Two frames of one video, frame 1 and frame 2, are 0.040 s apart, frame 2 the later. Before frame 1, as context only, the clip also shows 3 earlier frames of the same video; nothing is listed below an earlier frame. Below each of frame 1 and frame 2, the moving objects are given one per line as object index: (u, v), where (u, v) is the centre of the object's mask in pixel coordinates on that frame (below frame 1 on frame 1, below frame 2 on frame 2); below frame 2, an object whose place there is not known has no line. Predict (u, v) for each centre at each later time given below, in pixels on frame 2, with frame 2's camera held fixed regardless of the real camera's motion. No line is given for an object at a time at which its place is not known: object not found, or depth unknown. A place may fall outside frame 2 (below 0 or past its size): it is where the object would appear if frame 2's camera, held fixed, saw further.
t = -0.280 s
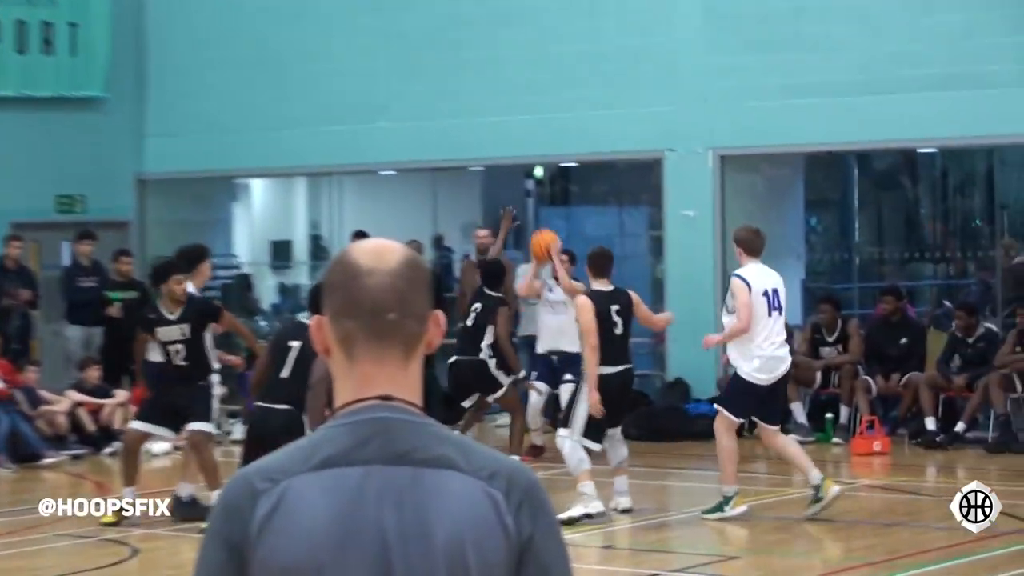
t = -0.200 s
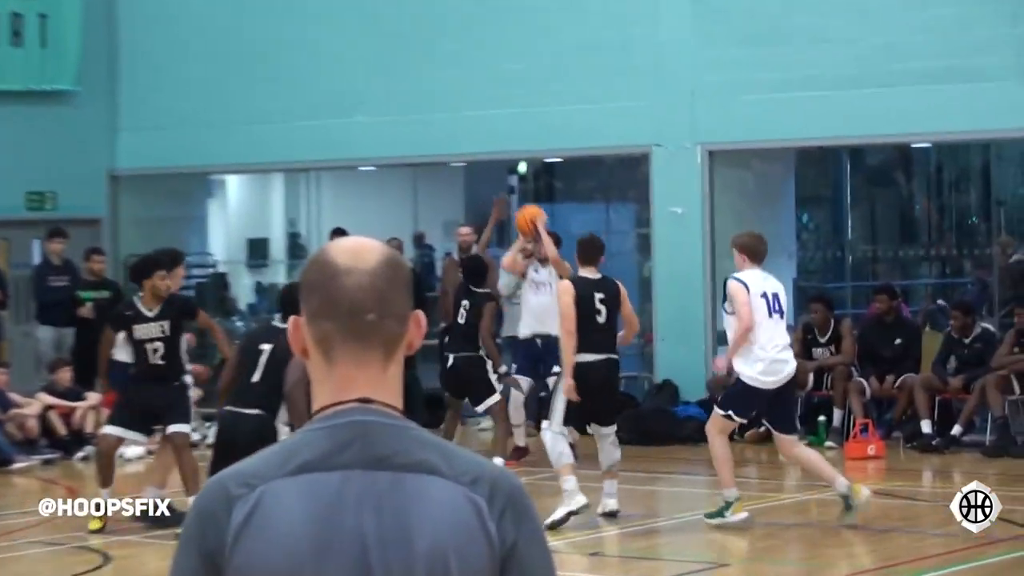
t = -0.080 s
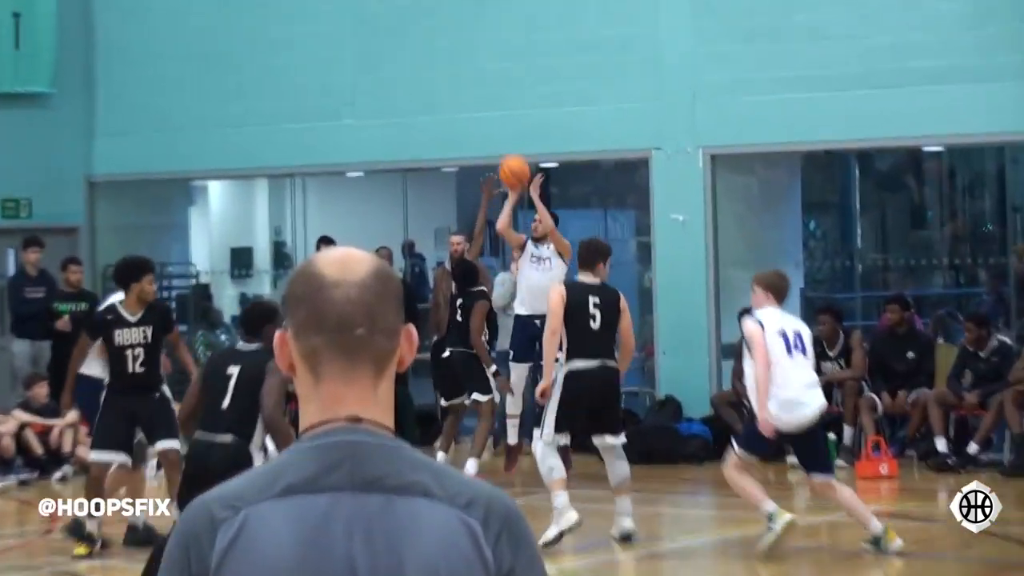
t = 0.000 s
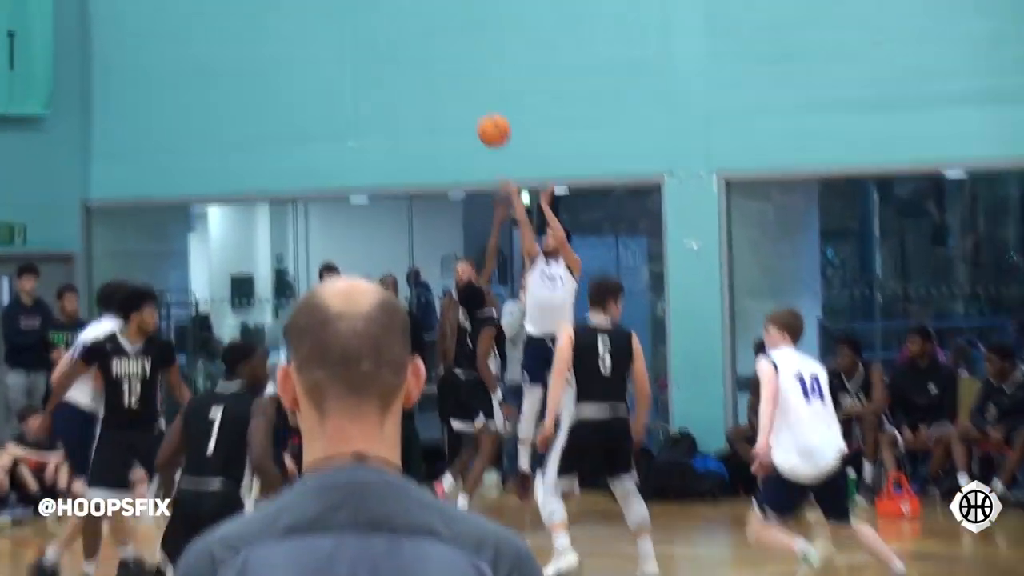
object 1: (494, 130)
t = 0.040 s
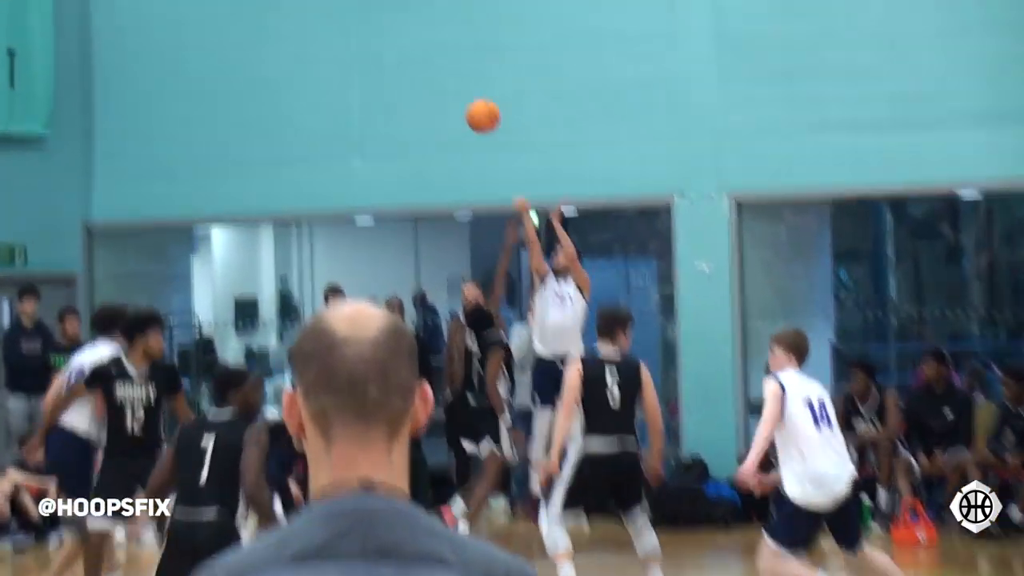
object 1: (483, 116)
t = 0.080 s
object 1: (463, 83)
